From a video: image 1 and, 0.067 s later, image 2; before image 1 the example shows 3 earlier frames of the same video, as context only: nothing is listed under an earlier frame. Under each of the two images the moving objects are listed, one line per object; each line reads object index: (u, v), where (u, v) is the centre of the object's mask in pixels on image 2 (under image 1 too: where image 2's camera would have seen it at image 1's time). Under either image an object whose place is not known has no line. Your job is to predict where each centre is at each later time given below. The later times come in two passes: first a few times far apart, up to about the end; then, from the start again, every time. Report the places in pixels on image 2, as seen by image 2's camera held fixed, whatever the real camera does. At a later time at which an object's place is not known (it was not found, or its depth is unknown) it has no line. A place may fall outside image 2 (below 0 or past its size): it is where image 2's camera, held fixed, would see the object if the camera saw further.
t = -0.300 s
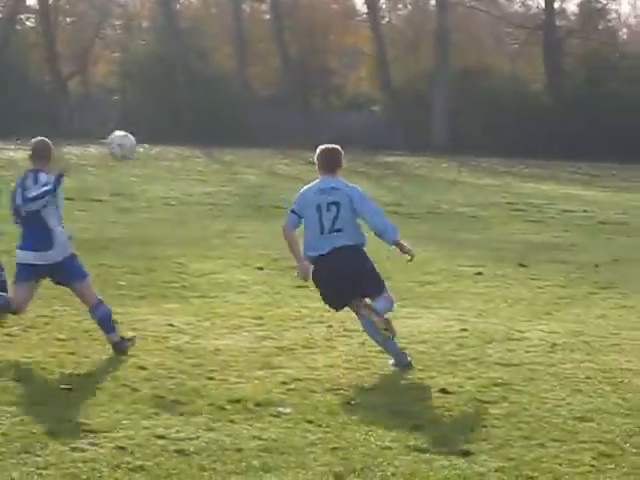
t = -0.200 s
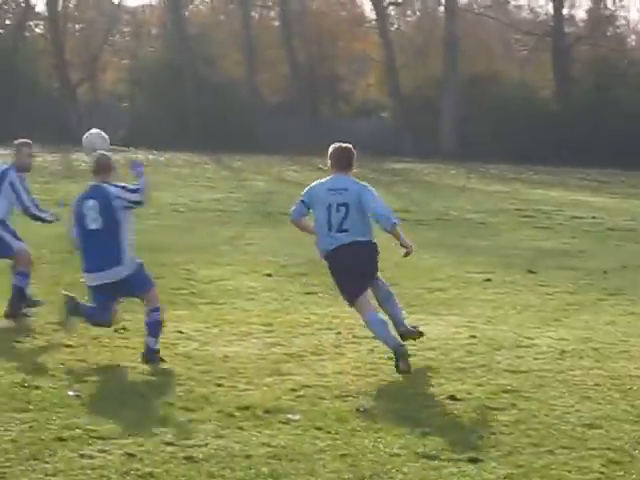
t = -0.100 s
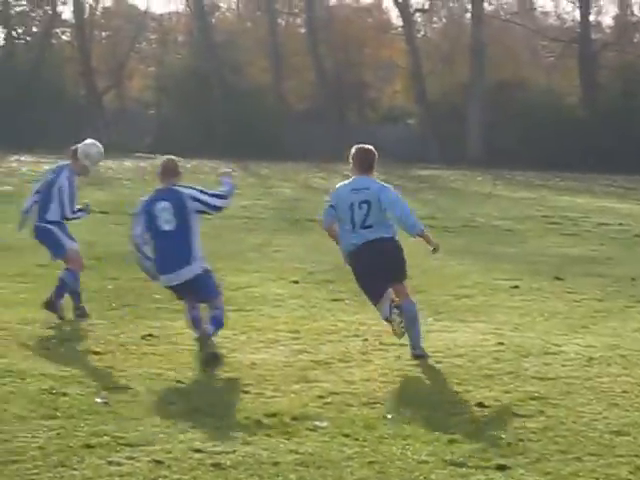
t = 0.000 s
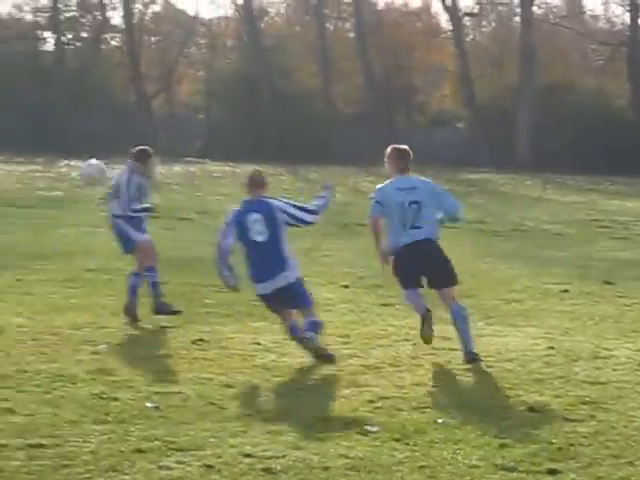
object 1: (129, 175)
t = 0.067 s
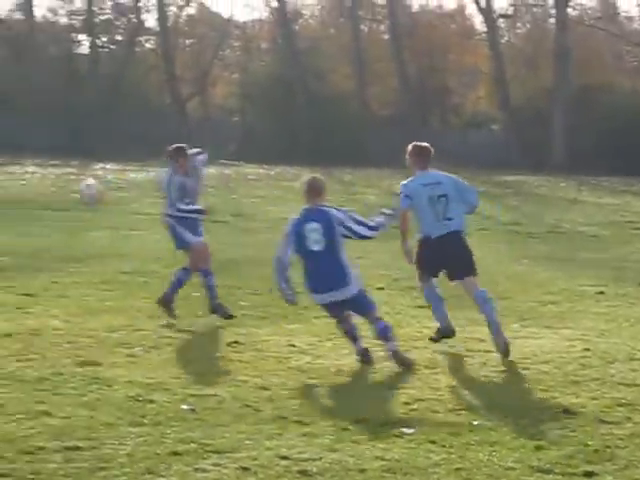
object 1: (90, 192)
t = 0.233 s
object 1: (-7, 254)
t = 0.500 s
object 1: (-126, 265)
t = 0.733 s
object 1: (-213, 247)
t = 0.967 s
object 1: (-306, 293)
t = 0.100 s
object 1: (69, 201)
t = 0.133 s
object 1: (50, 213)
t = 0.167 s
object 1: (31, 226)
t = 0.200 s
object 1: (12, 239)
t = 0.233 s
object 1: (-7, 254)
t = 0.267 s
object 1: (-27, 269)
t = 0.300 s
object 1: (-46, 286)
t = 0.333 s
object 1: (-65, 305)
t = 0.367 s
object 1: (-79, 302)
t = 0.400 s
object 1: (-91, 290)
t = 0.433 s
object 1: (-102, 280)
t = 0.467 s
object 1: (-114, 272)
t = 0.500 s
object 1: (-126, 265)
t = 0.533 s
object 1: (-137, 258)
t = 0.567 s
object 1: (-149, 253)
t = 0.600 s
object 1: (-162, 249)
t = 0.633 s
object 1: (-176, 247)
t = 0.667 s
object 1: (-187, 246)
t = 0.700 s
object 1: (-200, 246)
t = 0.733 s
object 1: (-213, 247)
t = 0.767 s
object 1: (-226, 250)
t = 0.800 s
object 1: (-239, 254)
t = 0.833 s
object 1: (-252, 259)
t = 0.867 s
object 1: (-265, 265)
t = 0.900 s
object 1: (-278, 272)
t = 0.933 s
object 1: (-293, 282)
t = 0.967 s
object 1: (-306, 293)
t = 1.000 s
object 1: (-316, 295)
